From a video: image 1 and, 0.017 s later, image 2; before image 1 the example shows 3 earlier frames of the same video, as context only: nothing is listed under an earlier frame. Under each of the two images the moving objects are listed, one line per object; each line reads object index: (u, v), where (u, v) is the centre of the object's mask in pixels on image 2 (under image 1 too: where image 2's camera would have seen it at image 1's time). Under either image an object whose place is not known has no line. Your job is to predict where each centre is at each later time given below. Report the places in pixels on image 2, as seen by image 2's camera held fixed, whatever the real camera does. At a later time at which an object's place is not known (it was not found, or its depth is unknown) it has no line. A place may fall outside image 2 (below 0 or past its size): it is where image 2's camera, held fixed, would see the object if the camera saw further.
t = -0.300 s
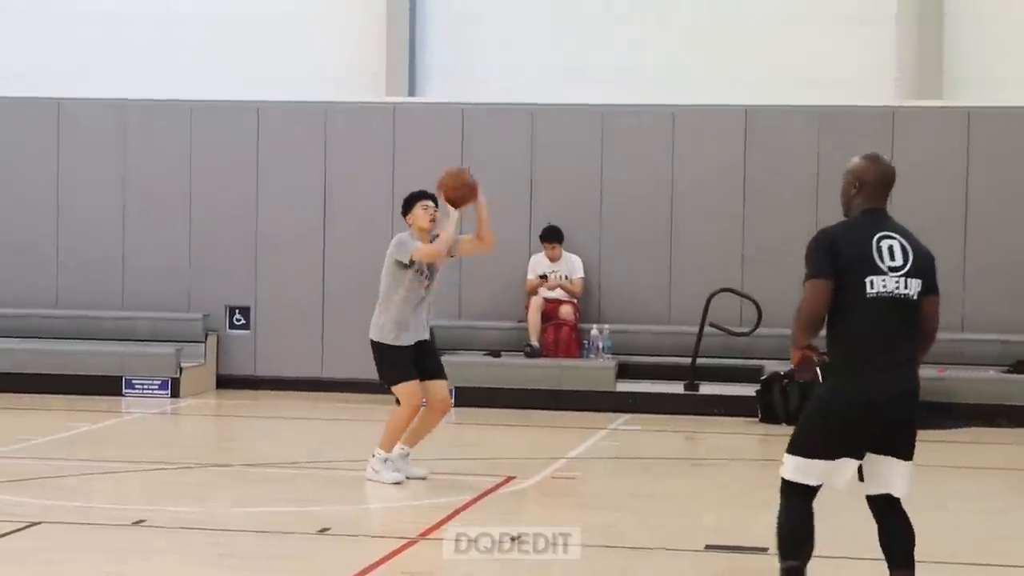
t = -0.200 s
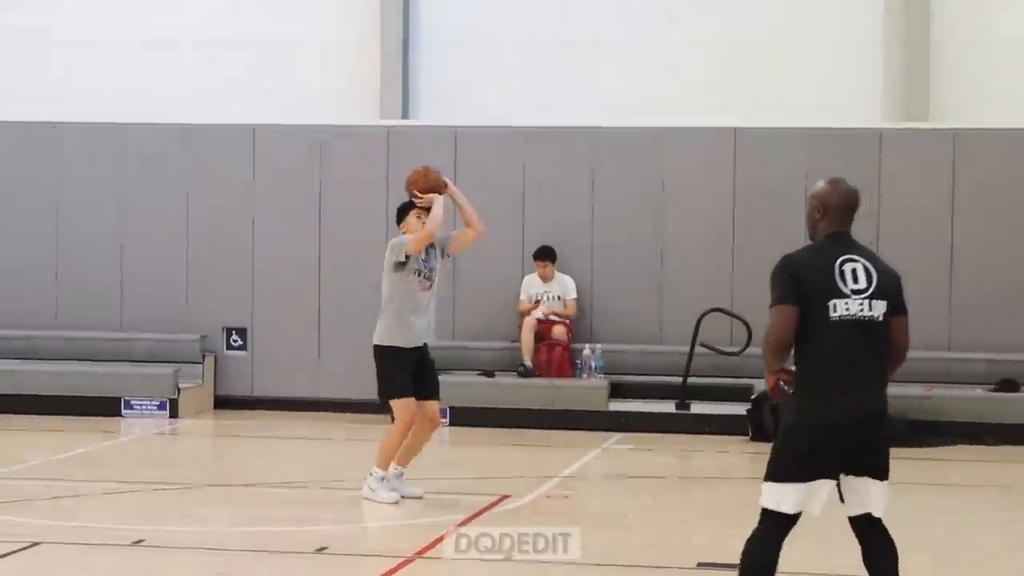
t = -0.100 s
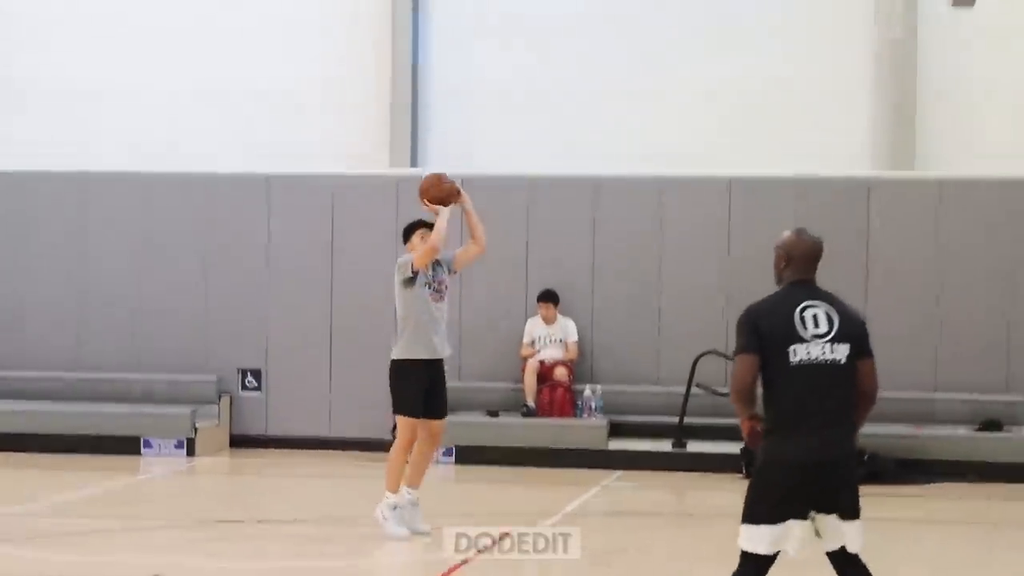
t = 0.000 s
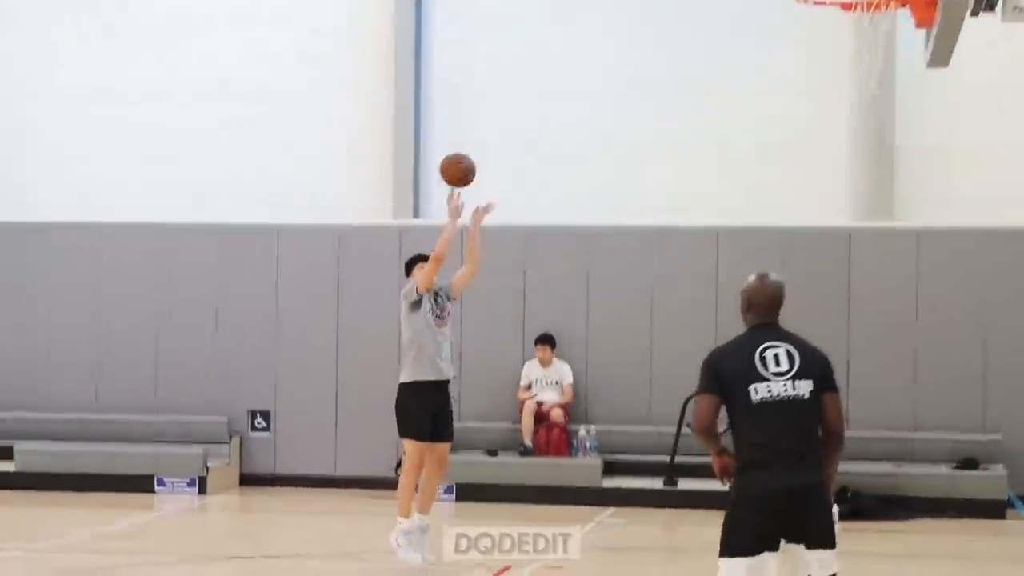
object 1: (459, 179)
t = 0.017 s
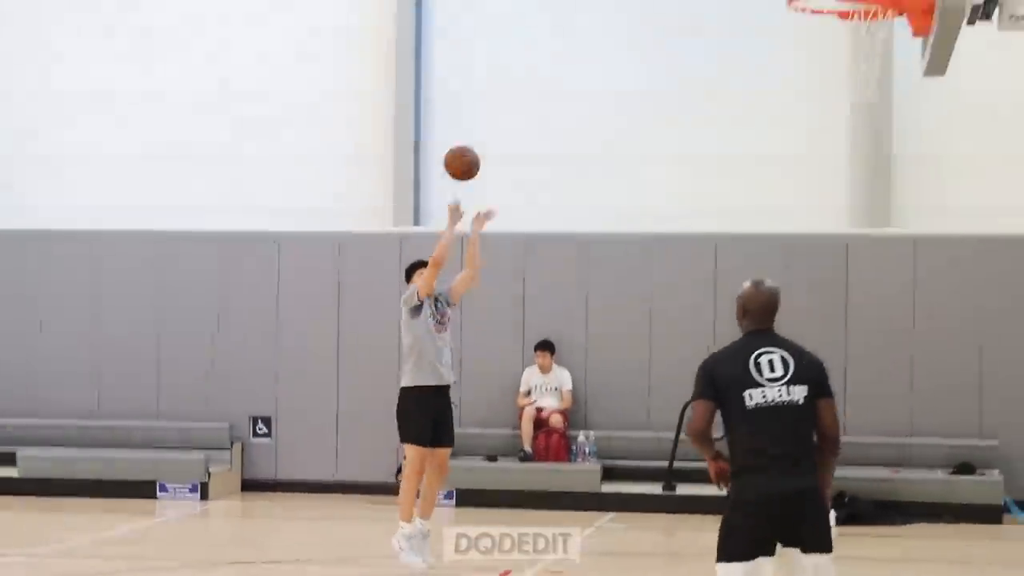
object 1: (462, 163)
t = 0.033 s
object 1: (467, 148)
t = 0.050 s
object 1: (471, 132)
